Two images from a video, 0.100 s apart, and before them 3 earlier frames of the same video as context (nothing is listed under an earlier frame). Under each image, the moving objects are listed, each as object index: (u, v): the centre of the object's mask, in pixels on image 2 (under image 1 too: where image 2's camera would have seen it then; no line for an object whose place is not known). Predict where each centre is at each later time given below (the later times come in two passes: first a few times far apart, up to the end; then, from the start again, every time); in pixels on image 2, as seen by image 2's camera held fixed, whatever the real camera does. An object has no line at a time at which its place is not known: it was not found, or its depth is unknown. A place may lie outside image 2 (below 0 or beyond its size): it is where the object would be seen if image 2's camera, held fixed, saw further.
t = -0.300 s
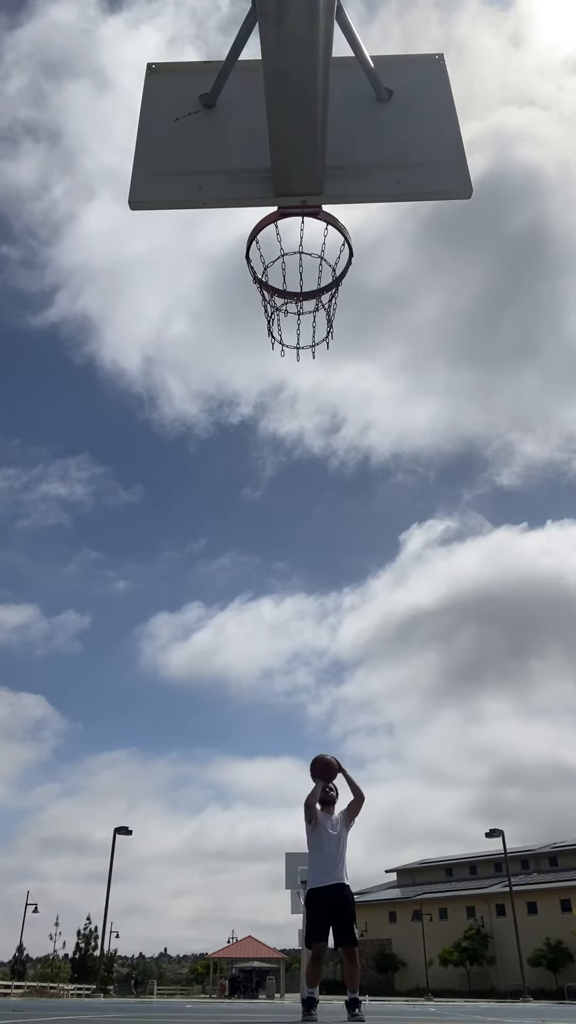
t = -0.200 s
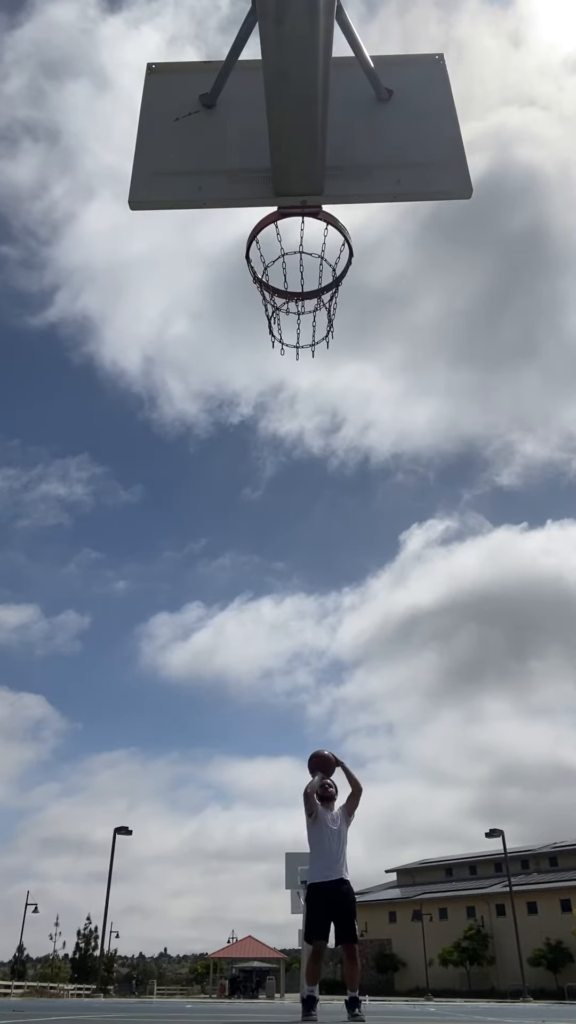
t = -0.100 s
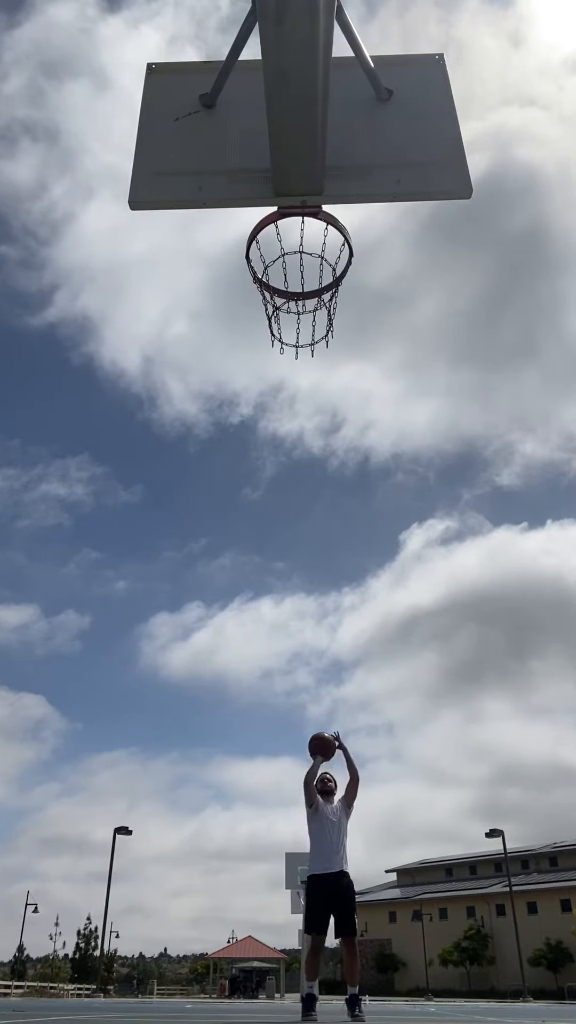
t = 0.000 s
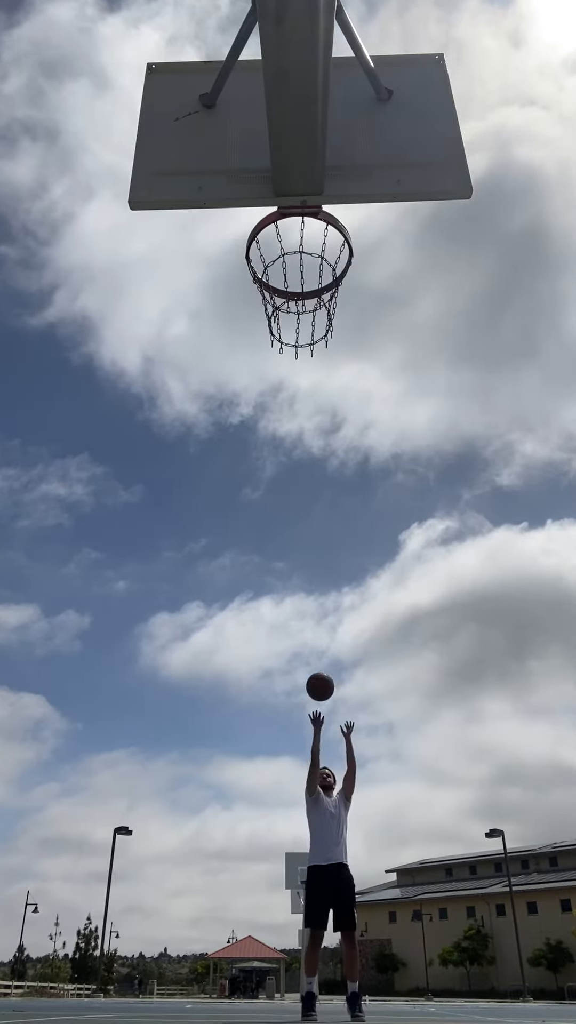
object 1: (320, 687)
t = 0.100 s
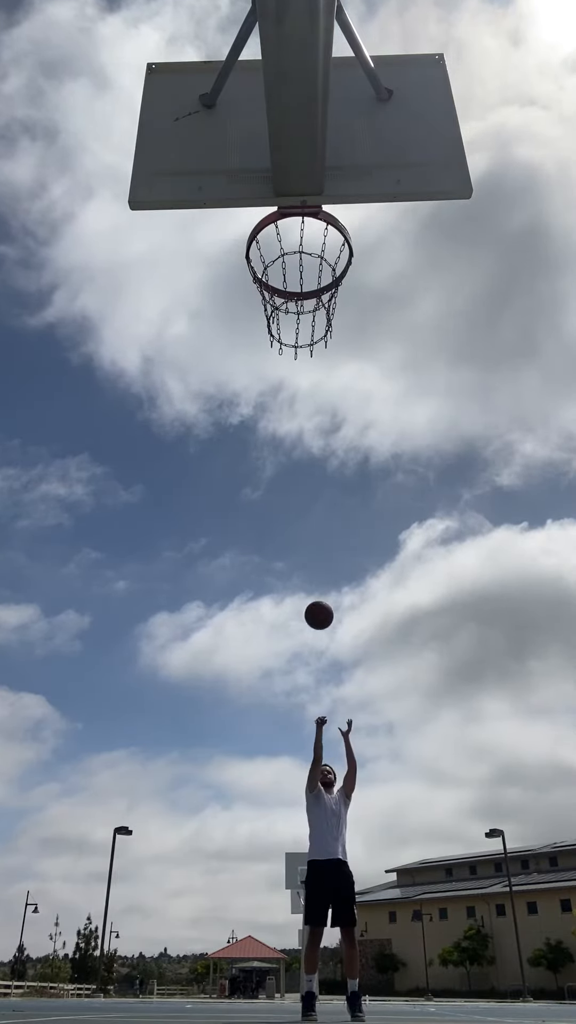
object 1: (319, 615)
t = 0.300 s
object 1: (317, 493)
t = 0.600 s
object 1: (315, 351)
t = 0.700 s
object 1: (316, 315)
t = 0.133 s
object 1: (318, 593)
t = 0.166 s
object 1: (318, 572)
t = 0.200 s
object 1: (318, 551)
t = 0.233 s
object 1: (317, 531)
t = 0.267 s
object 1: (317, 512)
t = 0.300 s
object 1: (317, 493)
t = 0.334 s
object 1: (317, 475)
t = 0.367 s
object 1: (316, 458)
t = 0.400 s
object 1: (316, 441)
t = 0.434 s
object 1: (316, 425)
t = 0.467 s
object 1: (316, 409)
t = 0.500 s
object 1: (316, 394)
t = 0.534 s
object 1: (316, 379)
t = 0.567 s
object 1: (315, 365)
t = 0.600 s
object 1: (315, 351)
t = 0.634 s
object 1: (315, 338)
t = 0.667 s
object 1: (315, 325)
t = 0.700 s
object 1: (316, 315)
